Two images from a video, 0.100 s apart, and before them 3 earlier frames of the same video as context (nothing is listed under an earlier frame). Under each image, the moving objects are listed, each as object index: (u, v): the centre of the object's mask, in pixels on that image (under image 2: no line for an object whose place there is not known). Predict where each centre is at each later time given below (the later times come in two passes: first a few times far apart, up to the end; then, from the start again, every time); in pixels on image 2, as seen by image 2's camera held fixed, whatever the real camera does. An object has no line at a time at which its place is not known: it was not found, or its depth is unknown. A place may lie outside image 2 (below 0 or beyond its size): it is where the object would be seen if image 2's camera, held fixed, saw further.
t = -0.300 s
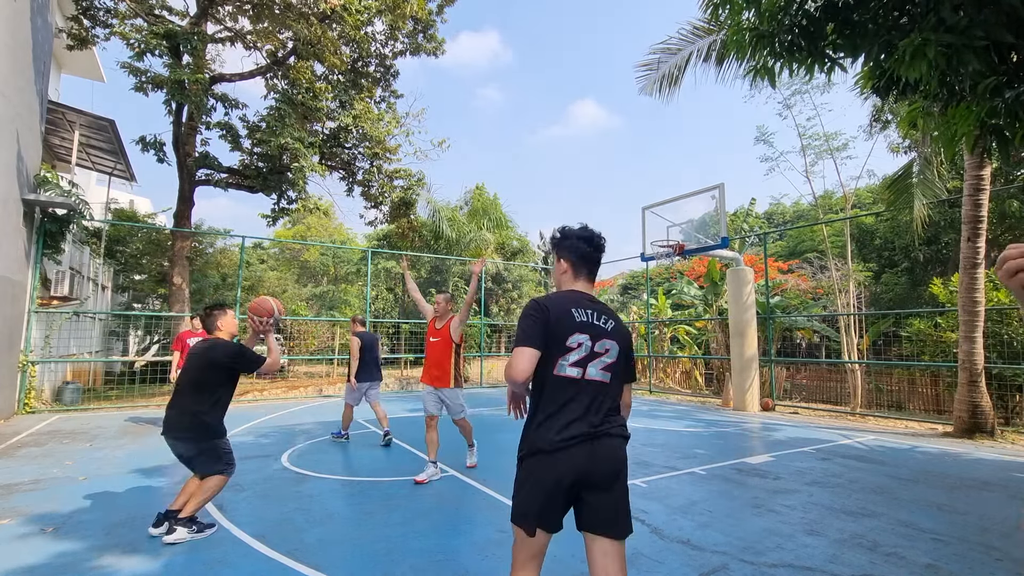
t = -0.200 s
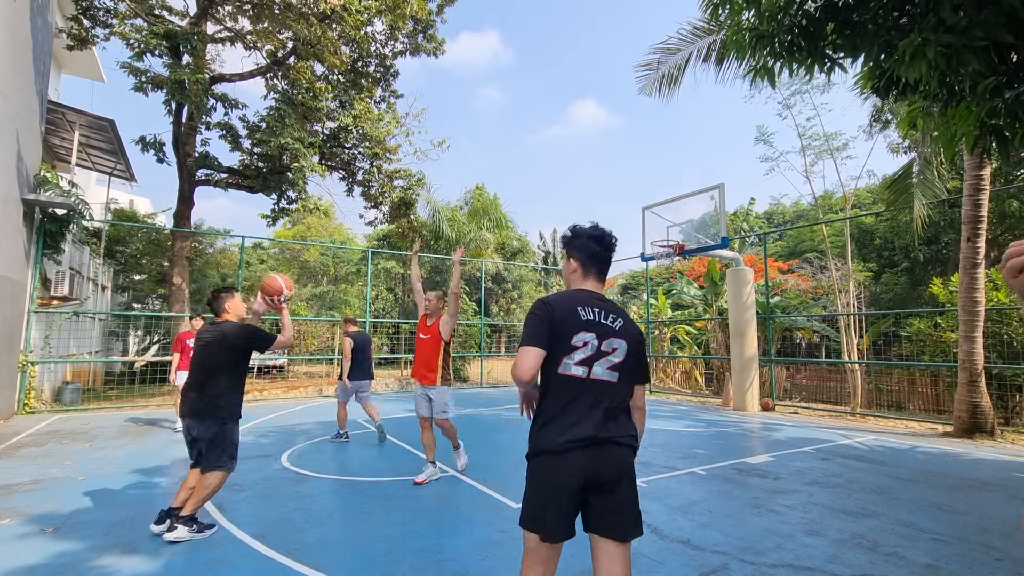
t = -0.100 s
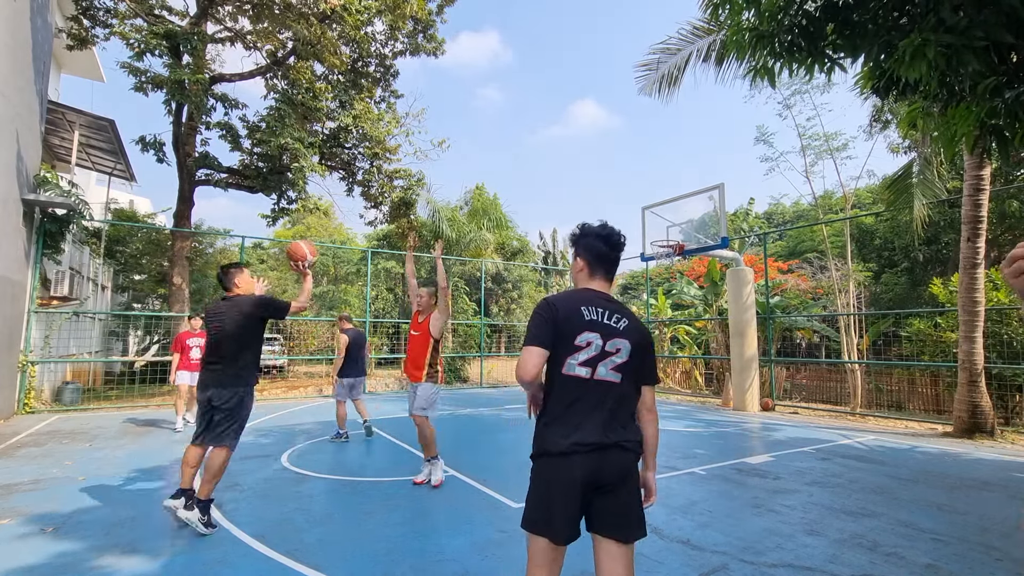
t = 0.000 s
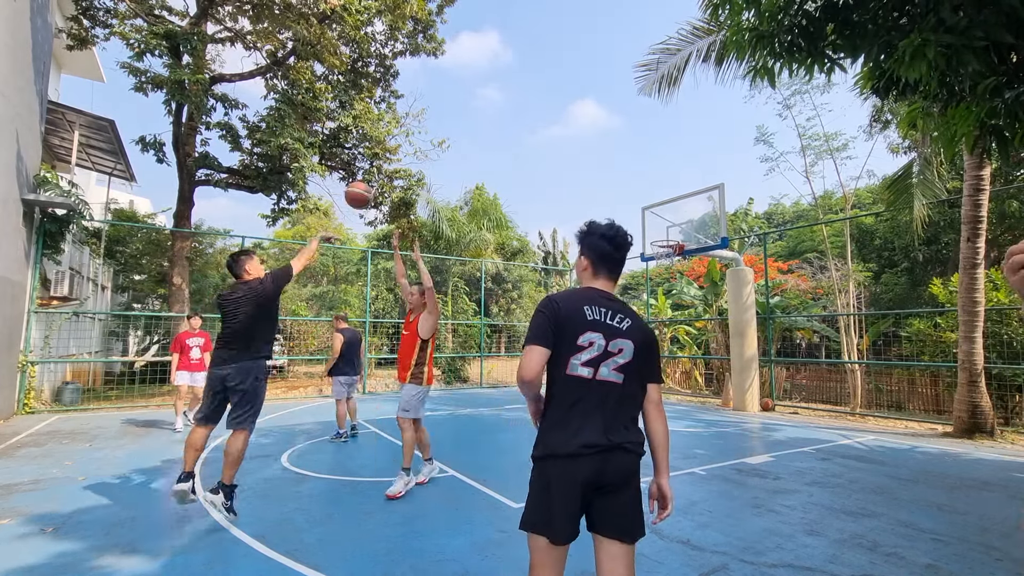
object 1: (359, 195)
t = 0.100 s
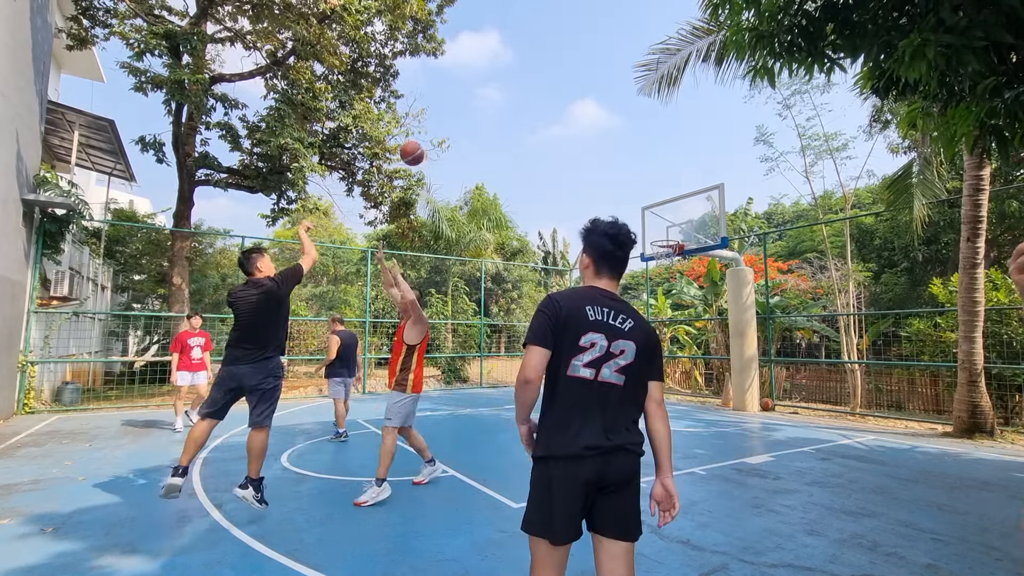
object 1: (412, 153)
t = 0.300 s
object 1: (492, 113)
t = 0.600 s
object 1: (572, 122)
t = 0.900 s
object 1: (628, 179)
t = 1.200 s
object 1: (675, 251)
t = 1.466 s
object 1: (673, 250)
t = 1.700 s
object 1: (659, 272)
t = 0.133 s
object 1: (427, 143)
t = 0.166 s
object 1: (442, 134)
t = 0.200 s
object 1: (456, 127)
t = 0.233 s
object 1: (468, 122)
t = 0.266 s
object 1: (481, 117)
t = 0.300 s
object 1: (492, 113)
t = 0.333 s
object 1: (502, 111)
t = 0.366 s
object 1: (513, 109)
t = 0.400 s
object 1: (522, 109)
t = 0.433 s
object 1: (531, 109)
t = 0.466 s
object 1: (540, 110)
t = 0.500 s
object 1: (549, 112)
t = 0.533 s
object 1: (557, 115)
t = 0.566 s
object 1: (565, 118)
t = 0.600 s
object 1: (572, 122)
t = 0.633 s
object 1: (579, 126)
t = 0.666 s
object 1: (586, 131)
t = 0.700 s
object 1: (593, 136)
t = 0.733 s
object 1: (599, 142)
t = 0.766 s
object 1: (605, 149)
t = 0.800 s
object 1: (611, 156)
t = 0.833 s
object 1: (617, 163)
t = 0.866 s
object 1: (623, 171)
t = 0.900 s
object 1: (628, 179)
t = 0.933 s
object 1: (633, 188)
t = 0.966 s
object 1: (638, 197)
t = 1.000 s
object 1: (643, 206)
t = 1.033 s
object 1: (647, 216)
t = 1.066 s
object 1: (652, 226)
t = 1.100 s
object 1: (657, 235)
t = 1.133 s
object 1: (661, 245)
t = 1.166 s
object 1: (666, 250)
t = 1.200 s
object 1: (675, 251)
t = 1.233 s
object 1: (677, 253)
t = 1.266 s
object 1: (678, 252)
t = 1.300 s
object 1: (679, 252)
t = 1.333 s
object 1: (679, 251)
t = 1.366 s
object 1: (678, 250)
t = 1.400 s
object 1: (677, 250)
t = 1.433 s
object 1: (676, 250)
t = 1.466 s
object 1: (673, 250)
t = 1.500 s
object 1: (674, 251)
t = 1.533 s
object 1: (679, 249)
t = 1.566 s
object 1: (667, 256)
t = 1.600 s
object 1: (664, 260)
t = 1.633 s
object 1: (662, 263)
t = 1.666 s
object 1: (660, 268)
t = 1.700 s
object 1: (659, 272)
